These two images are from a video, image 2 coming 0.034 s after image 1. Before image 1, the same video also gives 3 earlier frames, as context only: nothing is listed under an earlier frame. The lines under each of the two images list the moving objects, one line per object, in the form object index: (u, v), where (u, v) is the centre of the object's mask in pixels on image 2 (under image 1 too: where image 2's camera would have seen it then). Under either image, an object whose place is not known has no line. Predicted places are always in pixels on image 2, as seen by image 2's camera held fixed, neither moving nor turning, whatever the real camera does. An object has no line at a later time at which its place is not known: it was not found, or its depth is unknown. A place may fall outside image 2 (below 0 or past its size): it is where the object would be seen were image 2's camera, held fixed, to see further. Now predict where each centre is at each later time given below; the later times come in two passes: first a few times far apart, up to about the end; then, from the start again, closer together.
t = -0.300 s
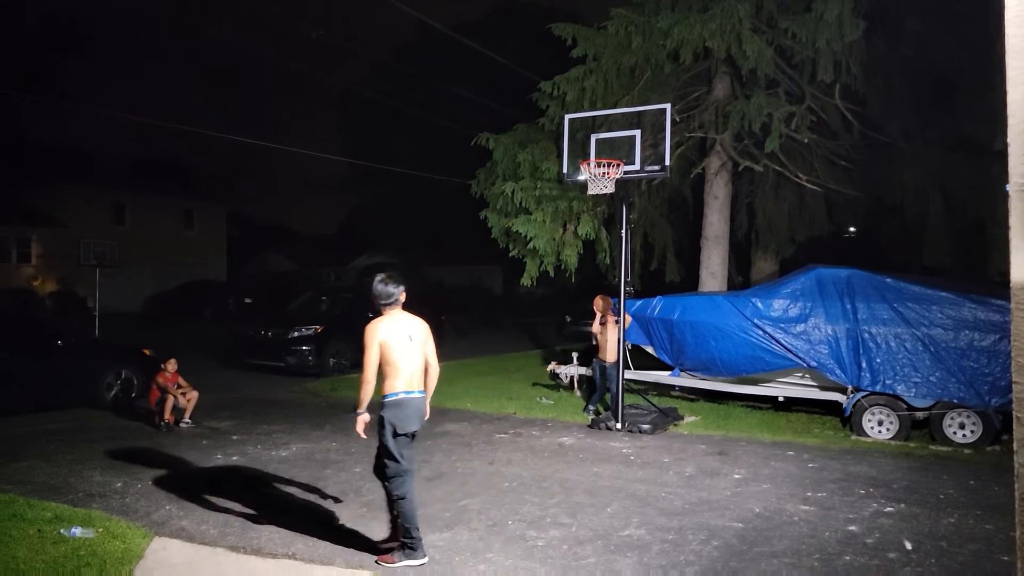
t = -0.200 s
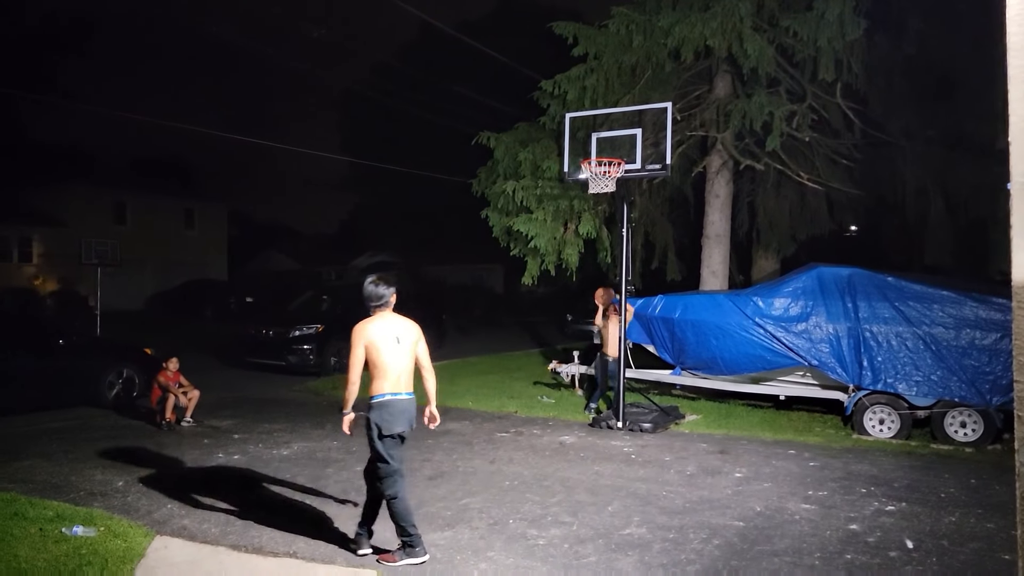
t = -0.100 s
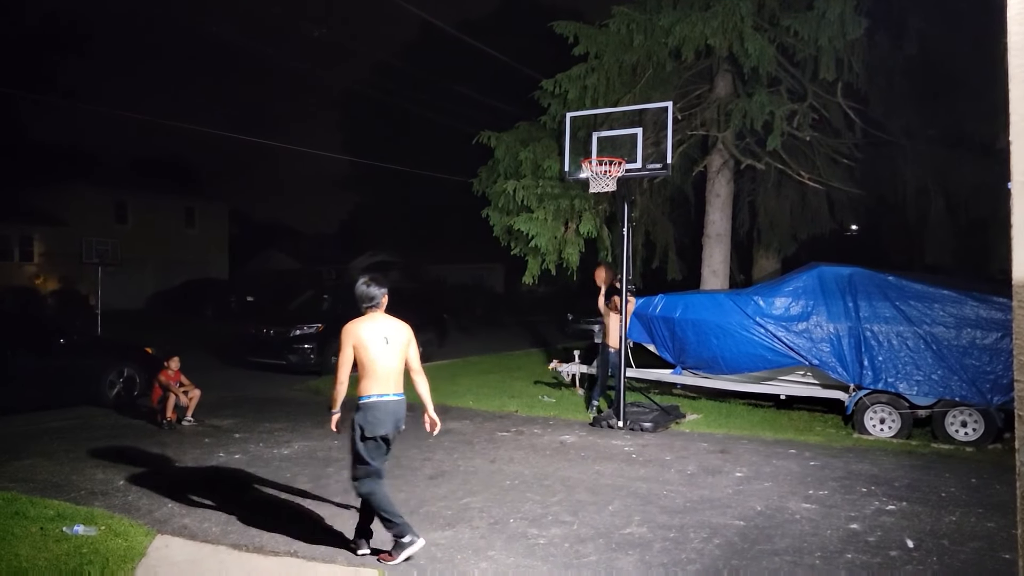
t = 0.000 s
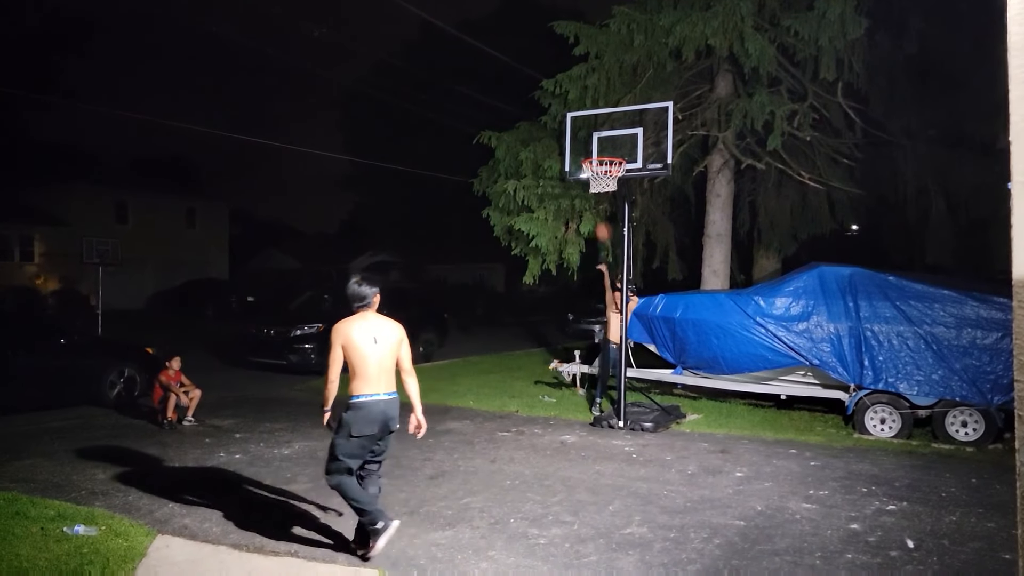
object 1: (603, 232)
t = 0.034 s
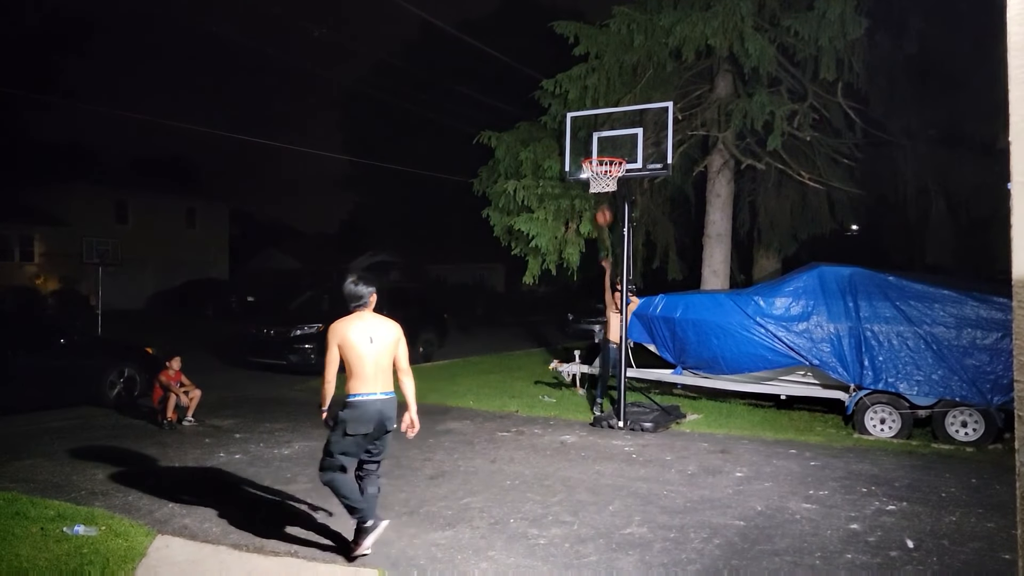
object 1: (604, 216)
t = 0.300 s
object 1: (606, 122)
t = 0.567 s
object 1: (612, 79)
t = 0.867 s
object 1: (617, 95)
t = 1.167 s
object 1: (615, 149)
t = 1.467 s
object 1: (599, 166)
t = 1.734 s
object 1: (597, 195)
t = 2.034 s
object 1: (611, 271)
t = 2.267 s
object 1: (622, 385)
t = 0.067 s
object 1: (605, 202)
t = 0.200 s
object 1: (607, 151)
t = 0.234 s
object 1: (606, 144)
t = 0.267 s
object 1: (606, 126)
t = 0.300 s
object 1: (606, 122)
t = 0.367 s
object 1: (608, 104)
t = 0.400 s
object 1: (609, 100)
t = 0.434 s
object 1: (610, 95)
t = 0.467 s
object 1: (610, 90)
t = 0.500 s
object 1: (611, 86)
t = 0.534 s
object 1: (611, 82)
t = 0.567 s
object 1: (612, 79)
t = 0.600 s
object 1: (613, 77)
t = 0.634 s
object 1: (613, 76)
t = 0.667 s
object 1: (613, 76)
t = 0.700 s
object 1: (613, 77)
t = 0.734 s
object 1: (614, 78)
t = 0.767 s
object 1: (615, 80)
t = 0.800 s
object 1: (616, 84)
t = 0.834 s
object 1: (617, 89)
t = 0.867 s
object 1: (617, 95)
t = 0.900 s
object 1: (618, 101)
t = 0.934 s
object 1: (619, 109)
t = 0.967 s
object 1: (619, 118)
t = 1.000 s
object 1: (620, 127)
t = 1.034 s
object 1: (621, 139)
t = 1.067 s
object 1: (622, 150)
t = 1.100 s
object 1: (620, 151)
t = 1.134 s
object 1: (617, 149)
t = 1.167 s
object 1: (615, 149)
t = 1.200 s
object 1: (612, 150)
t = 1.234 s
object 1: (609, 151)
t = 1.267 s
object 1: (608, 151)
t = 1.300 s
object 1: (606, 152)
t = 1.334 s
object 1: (604, 152)
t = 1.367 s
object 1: (601, 154)
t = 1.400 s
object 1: (600, 155)
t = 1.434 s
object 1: (596, 159)
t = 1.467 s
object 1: (599, 166)
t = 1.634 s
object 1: (594, 188)
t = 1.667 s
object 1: (595, 189)
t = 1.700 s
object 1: (596, 192)
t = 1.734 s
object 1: (597, 195)
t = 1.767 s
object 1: (599, 199)
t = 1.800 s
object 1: (600, 204)
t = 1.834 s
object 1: (602, 211)
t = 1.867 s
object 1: (603, 218)
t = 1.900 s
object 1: (605, 227)
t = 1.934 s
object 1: (607, 237)
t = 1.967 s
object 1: (608, 248)
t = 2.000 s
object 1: (610, 259)
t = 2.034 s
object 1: (611, 271)
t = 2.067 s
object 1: (613, 284)
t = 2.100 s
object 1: (614, 298)
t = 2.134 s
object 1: (616, 313)
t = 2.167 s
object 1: (617, 330)
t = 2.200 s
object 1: (619, 348)
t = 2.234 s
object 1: (620, 365)
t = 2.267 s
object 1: (622, 385)
